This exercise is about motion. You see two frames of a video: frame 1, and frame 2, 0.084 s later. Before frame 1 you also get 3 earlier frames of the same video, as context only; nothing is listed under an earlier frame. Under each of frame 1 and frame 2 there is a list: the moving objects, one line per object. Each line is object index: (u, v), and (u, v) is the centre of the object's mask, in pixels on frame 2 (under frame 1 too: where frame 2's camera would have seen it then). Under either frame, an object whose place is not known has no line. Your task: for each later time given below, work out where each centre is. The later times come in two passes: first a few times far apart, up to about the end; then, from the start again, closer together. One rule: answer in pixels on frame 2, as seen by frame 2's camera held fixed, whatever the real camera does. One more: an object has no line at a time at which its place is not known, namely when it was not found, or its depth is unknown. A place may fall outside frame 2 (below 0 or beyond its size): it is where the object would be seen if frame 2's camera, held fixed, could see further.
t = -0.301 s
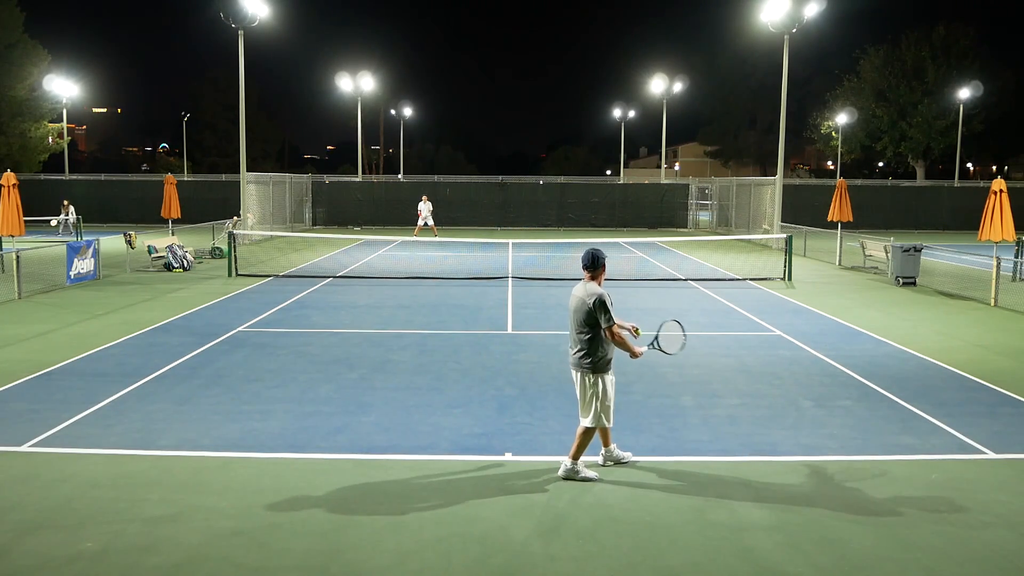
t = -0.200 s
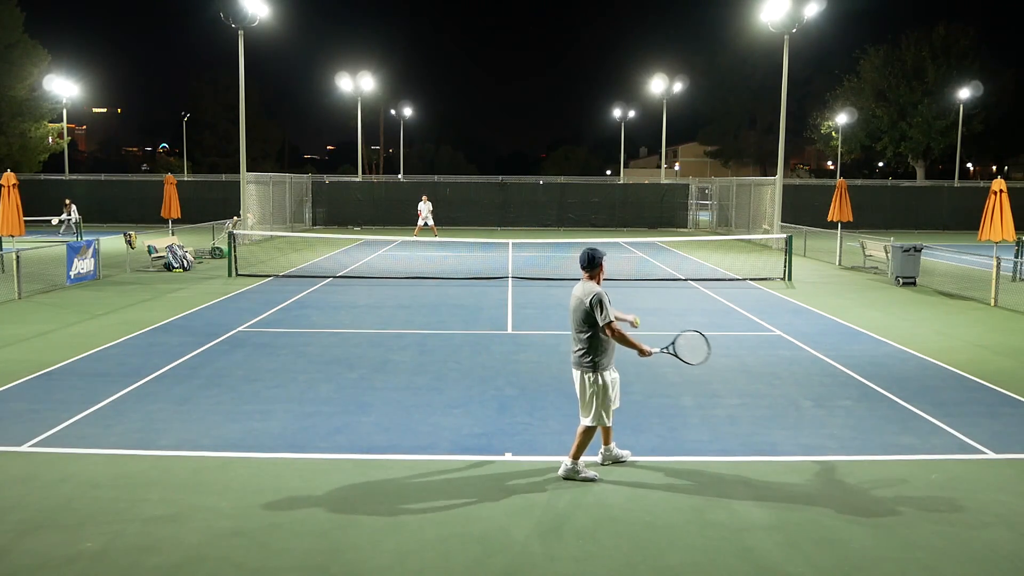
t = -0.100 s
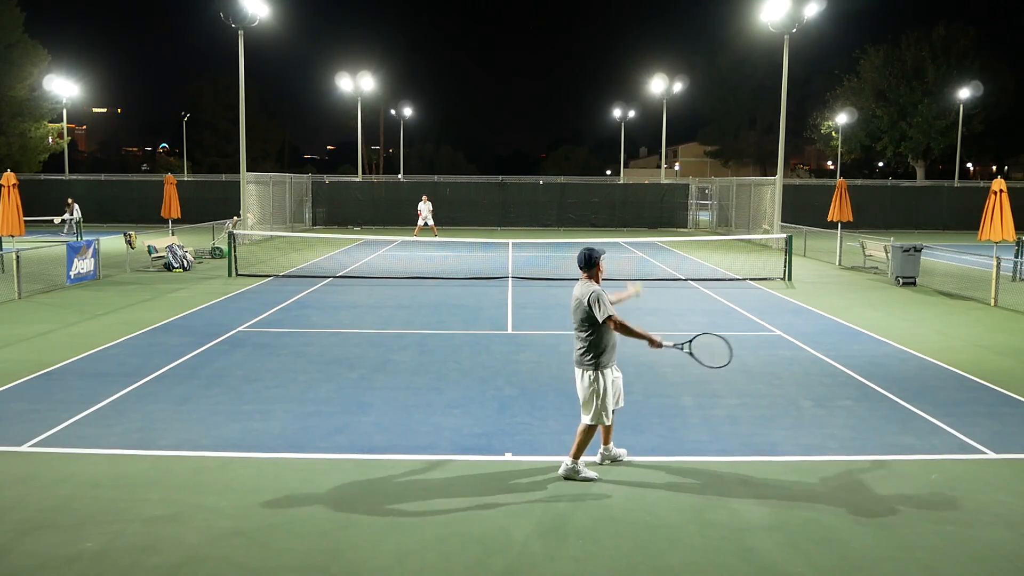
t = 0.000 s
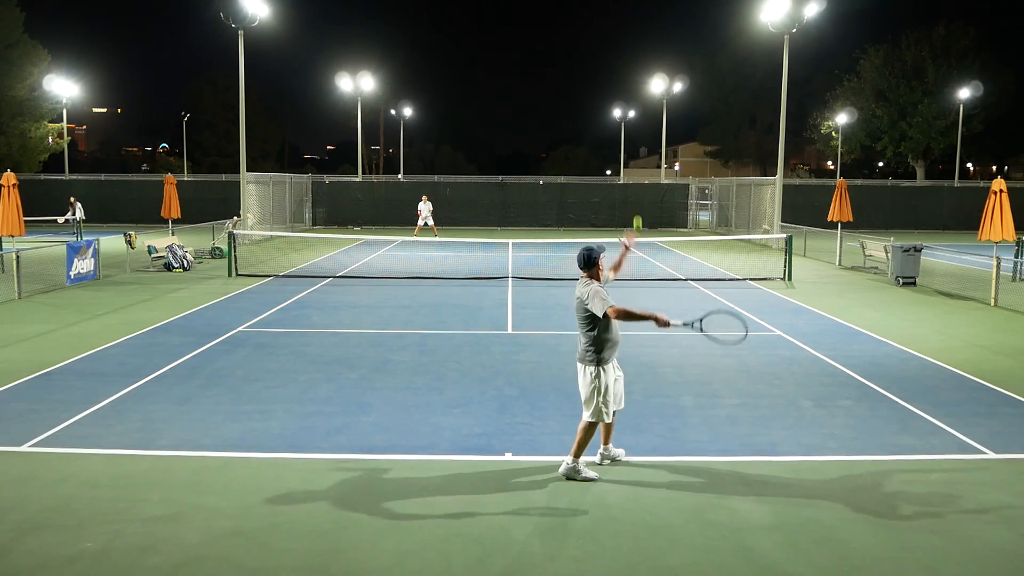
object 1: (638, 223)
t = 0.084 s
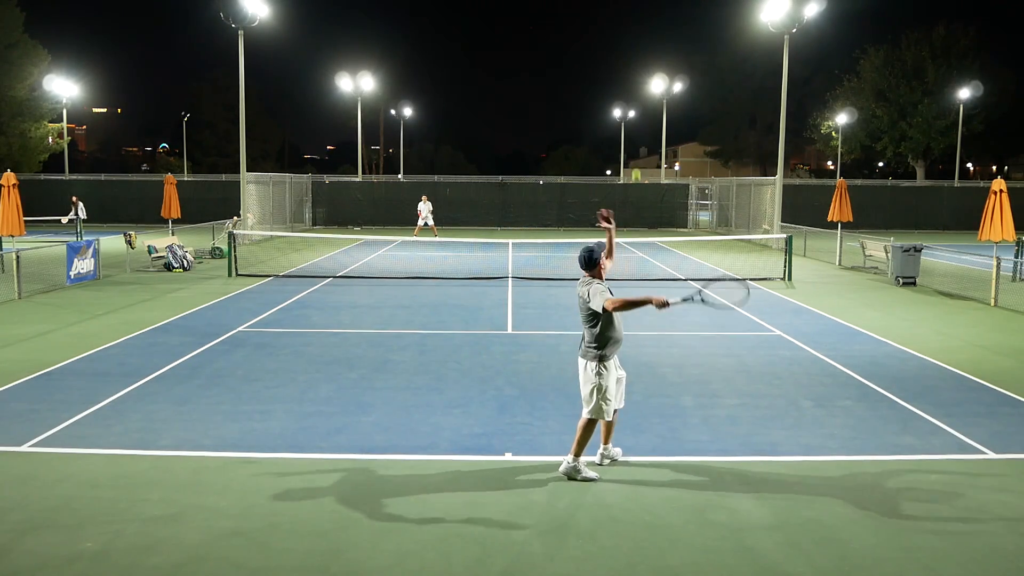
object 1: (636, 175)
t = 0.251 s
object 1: (633, 105)
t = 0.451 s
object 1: (627, 67)
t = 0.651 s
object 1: (621, 75)
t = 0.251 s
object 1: (633, 105)
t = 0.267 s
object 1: (632, 101)
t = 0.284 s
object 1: (632, 96)
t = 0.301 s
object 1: (631, 92)
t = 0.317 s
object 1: (631, 88)
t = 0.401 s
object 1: (628, 73)
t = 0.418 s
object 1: (628, 70)
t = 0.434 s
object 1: (627, 69)
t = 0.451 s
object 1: (627, 67)
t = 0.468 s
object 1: (626, 66)
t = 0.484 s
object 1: (626, 65)
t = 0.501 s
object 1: (625, 65)
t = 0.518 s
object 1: (625, 65)
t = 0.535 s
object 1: (624, 65)
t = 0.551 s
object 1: (624, 65)
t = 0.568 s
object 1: (623, 66)
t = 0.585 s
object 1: (623, 67)
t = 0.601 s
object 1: (622, 69)
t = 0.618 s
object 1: (622, 70)
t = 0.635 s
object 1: (621, 72)
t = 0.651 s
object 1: (621, 75)
